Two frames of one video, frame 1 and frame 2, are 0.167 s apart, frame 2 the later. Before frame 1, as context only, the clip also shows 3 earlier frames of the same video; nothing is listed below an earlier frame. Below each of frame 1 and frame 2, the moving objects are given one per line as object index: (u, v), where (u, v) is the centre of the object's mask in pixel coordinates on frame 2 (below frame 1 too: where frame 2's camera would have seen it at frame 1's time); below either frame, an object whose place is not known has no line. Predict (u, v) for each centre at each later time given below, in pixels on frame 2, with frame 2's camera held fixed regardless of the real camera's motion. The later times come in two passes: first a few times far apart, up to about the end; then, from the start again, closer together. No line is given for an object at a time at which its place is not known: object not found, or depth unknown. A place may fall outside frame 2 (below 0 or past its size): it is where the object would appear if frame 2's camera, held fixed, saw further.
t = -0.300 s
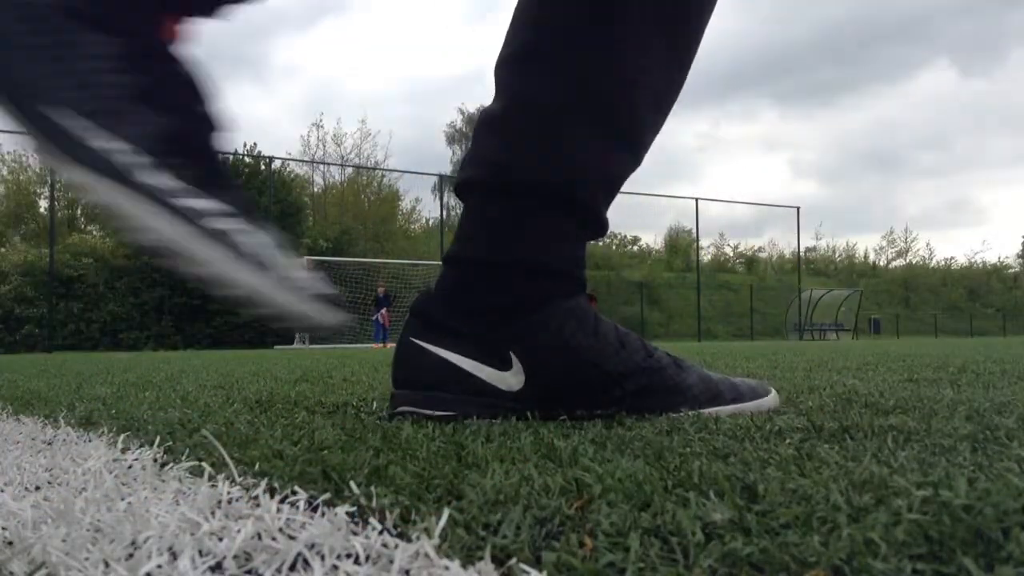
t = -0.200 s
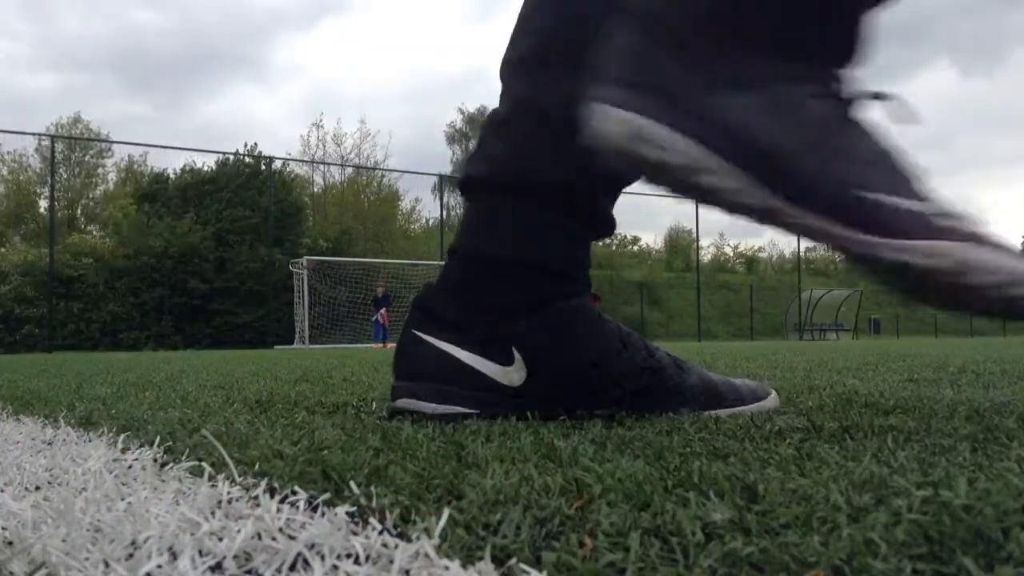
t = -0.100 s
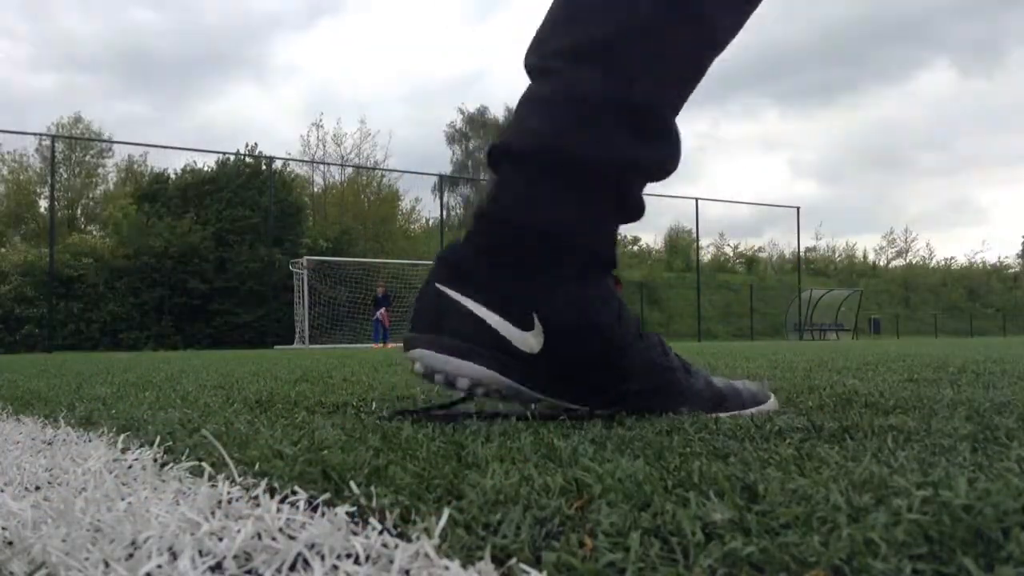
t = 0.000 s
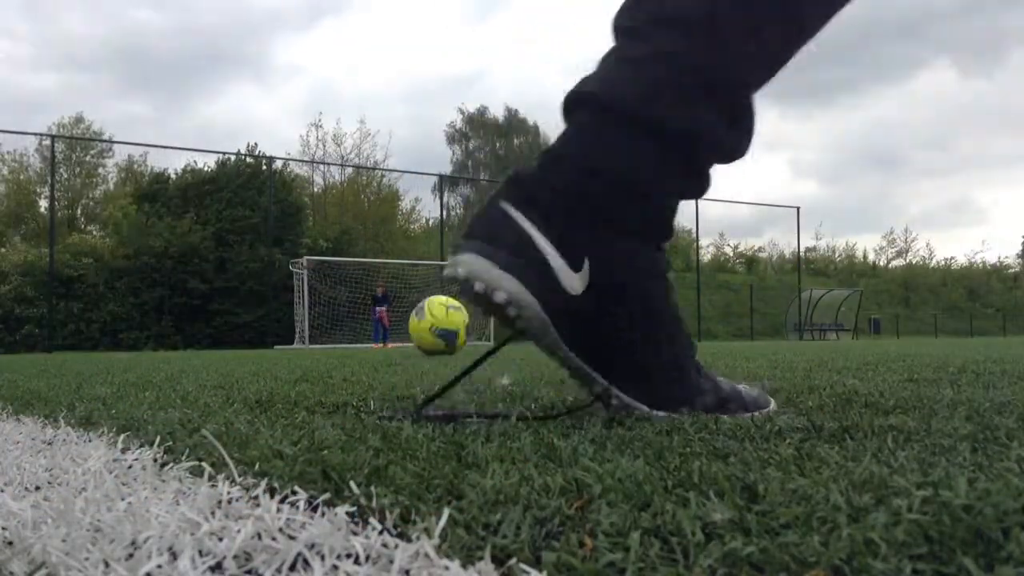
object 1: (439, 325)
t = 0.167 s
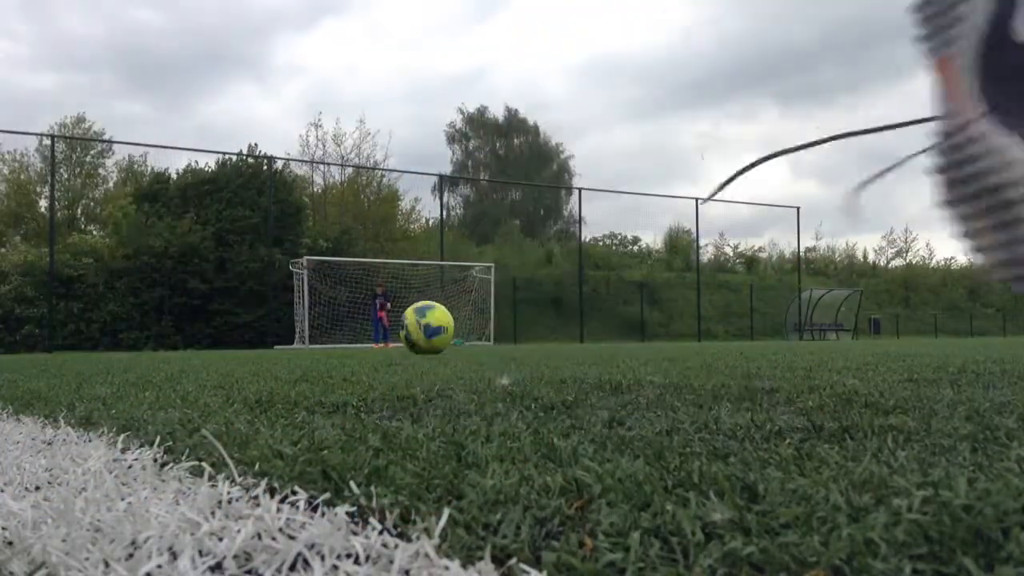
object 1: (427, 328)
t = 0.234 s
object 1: (422, 330)
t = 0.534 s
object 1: (411, 333)
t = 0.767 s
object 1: (404, 334)
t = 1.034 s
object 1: (401, 335)
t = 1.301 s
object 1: (399, 335)
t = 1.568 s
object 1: (400, 336)
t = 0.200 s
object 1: (425, 329)
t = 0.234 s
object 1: (422, 330)
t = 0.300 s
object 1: (419, 330)
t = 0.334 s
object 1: (418, 331)
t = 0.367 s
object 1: (417, 331)
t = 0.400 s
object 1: (416, 331)
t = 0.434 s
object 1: (415, 332)
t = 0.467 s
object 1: (413, 332)
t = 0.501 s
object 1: (412, 332)
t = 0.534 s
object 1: (411, 333)
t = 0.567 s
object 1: (409, 333)
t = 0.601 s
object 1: (409, 333)
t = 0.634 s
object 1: (408, 333)
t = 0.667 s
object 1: (407, 333)
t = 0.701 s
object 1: (407, 333)
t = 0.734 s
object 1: (405, 334)
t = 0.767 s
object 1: (404, 334)
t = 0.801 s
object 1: (404, 334)
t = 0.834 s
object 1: (403, 334)
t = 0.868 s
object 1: (403, 334)
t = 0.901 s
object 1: (403, 334)
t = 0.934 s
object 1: (402, 335)
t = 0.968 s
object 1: (402, 334)
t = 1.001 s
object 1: (401, 335)
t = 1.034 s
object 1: (401, 335)
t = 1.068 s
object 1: (400, 335)
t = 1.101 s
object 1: (400, 335)
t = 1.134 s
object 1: (400, 335)
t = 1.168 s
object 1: (400, 335)
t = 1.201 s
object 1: (400, 335)
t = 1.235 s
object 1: (400, 336)
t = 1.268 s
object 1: (400, 336)
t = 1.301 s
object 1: (399, 335)
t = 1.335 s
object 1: (399, 336)
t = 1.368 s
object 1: (399, 336)
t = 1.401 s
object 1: (399, 336)
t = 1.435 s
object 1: (399, 336)
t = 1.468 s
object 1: (399, 336)
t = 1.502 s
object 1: (399, 336)
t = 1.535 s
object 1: (399, 336)
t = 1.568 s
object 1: (400, 336)
